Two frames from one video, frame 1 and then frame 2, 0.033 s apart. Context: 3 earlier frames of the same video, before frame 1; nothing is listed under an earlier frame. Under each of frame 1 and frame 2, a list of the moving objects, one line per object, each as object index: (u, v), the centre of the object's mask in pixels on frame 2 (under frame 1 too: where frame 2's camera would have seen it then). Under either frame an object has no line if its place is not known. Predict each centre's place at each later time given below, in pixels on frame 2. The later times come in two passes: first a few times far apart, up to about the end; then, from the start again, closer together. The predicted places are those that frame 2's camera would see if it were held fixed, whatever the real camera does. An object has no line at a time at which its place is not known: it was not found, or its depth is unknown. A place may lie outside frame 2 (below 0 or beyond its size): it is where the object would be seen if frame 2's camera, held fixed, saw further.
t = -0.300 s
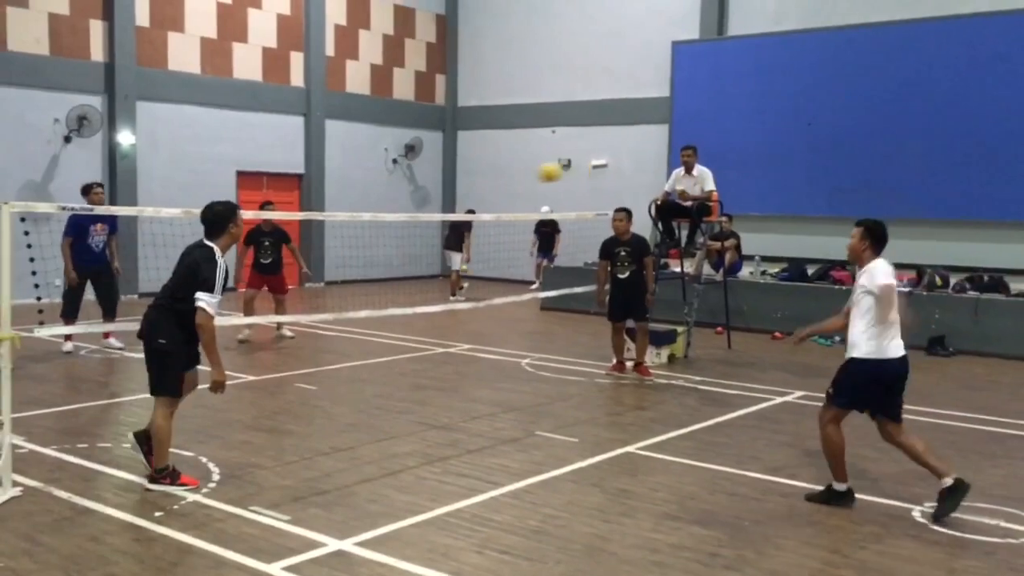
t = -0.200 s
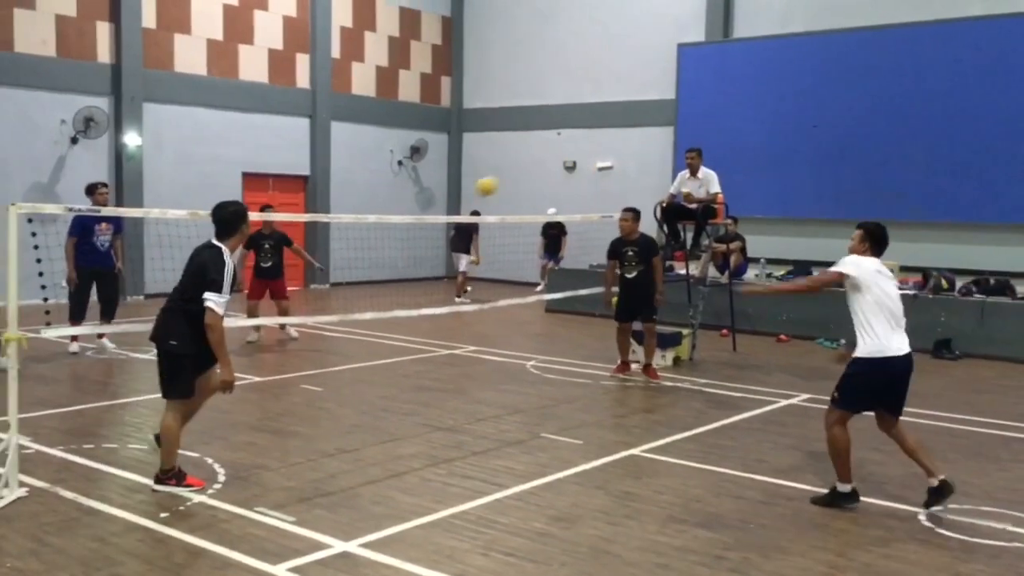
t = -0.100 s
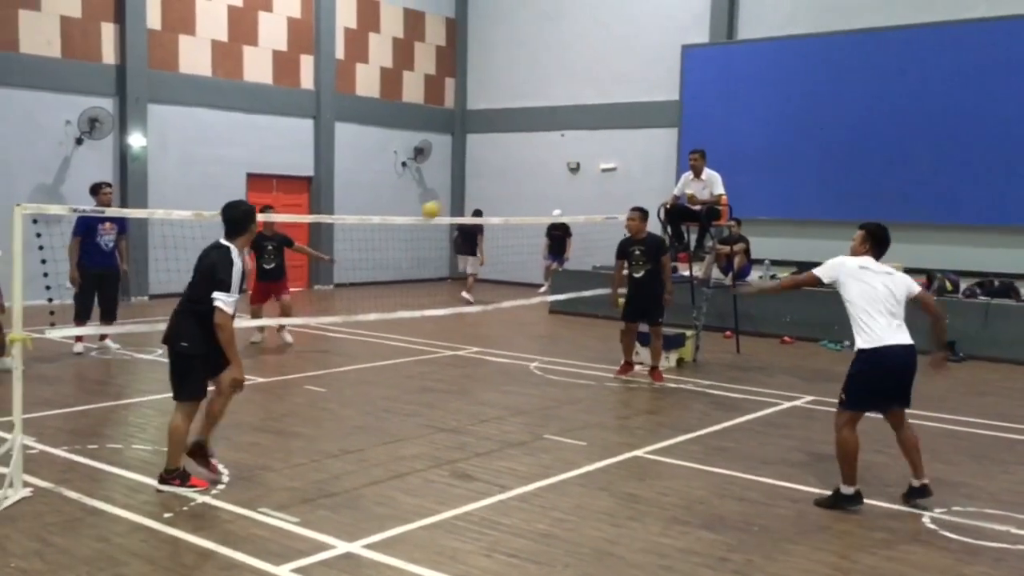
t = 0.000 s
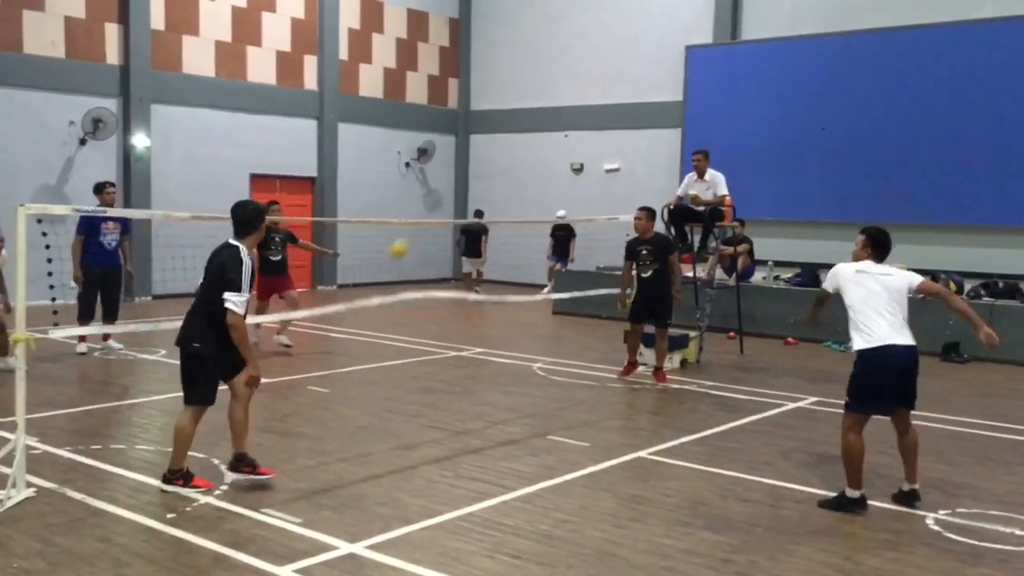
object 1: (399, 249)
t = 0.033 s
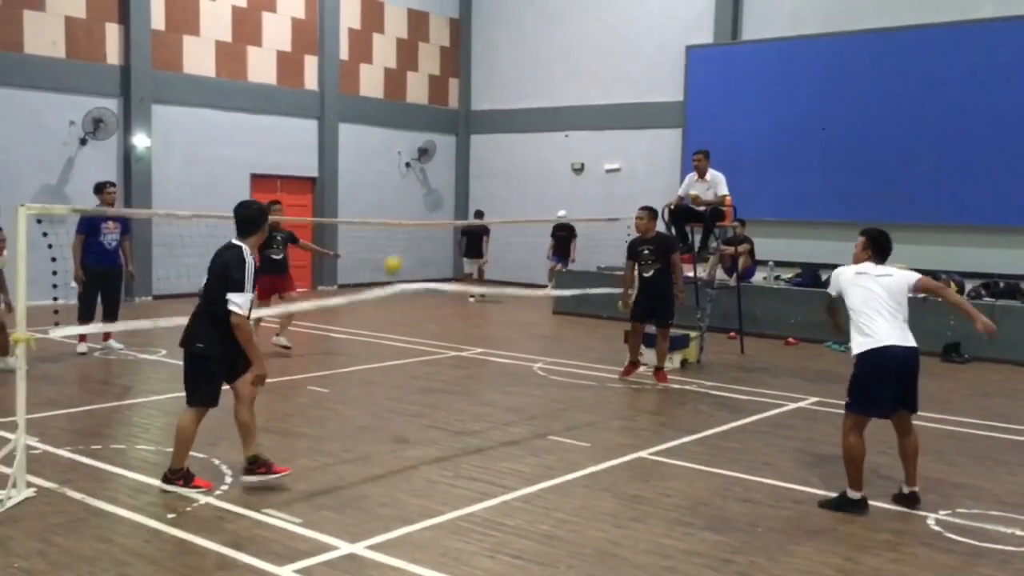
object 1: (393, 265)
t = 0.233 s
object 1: (425, 315)
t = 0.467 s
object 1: (472, 411)
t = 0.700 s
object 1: (524, 364)
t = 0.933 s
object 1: (576, 381)
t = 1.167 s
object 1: (628, 405)
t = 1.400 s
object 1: (680, 409)
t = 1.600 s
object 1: (724, 423)
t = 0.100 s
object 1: (399, 290)
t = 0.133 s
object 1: (406, 296)
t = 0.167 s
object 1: (412, 302)
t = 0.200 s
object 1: (419, 307)
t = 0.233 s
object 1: (425, 315)
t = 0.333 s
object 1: (445, 346)
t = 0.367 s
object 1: (452, 361)
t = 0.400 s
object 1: (459, 374)
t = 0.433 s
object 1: (465, 391)
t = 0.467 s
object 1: (472, 411)
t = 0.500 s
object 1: (480, 403)
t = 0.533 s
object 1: (486, 394)
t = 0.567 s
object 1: (494, 384)
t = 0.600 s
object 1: (502, 377)
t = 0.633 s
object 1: (509, 371)
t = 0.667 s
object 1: (516, 367)
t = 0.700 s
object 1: (524, 364)
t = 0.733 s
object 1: (531, 362)
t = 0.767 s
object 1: (539, 362)
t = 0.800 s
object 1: (546, 363)
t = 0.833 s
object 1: (553, 365)
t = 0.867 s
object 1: (562, 368)
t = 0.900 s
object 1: (568, 374)
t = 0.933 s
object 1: (576, 381)
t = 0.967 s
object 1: (583, 390)
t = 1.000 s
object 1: (591, 399)
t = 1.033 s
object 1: (597, 410)
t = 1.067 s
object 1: (605, 423)
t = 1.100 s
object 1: (613, 416)
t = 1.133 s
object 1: (620, 410)
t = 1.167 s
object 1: (628, 405)
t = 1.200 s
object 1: (635, 401)
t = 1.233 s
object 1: (643, 398)
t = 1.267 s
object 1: (650, 398)
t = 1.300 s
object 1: (657, 399)
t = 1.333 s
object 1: (665, 401)
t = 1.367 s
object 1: (672, 405)
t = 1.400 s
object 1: (680, 409)
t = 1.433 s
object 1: (687, 416)
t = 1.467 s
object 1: (695, 424)
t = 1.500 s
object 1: (701, 433)
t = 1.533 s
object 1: (709, 427)
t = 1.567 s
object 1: (717, 424)
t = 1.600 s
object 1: (724, 423)
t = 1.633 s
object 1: (732, 423)
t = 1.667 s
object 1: (740, 424)
